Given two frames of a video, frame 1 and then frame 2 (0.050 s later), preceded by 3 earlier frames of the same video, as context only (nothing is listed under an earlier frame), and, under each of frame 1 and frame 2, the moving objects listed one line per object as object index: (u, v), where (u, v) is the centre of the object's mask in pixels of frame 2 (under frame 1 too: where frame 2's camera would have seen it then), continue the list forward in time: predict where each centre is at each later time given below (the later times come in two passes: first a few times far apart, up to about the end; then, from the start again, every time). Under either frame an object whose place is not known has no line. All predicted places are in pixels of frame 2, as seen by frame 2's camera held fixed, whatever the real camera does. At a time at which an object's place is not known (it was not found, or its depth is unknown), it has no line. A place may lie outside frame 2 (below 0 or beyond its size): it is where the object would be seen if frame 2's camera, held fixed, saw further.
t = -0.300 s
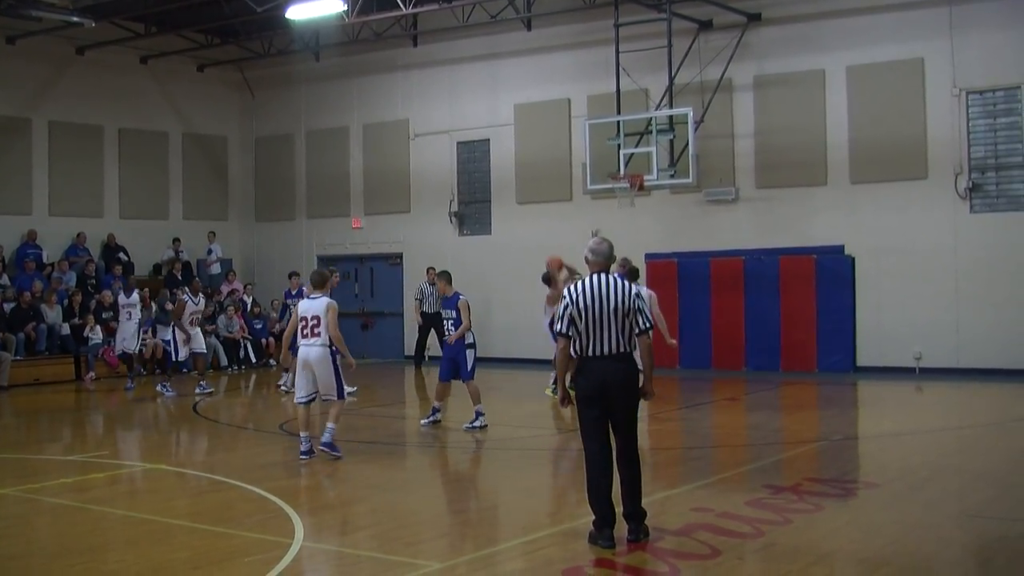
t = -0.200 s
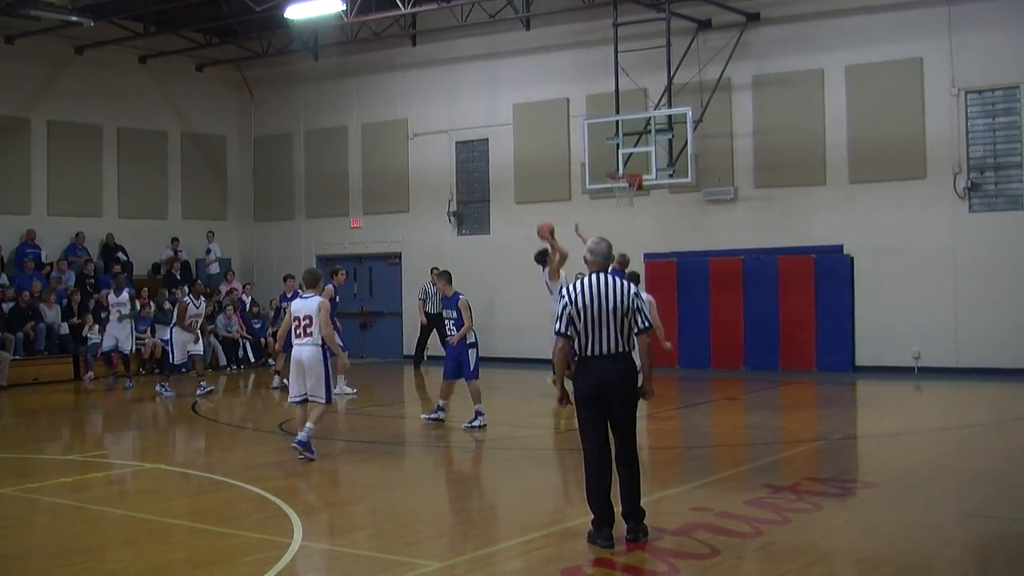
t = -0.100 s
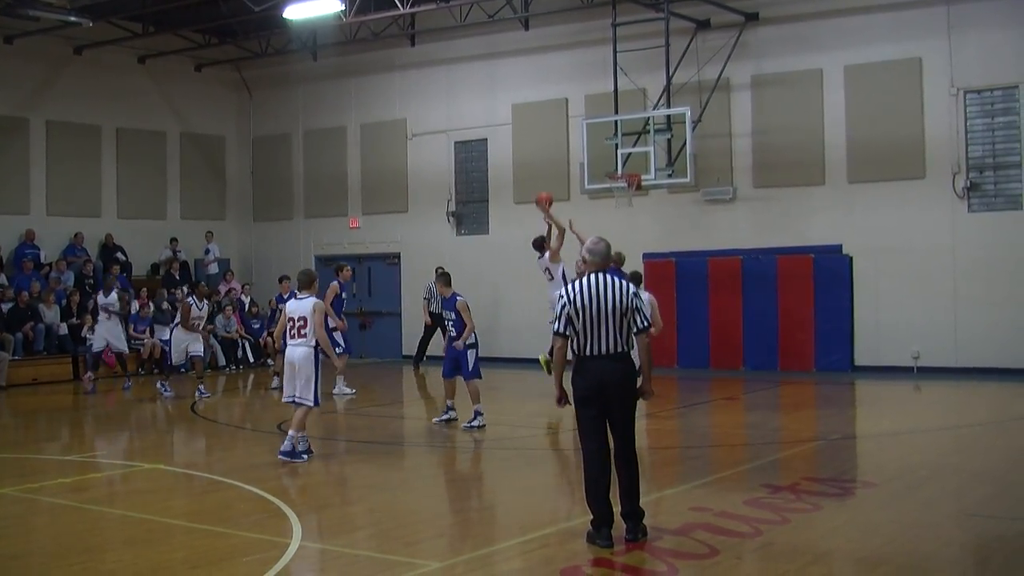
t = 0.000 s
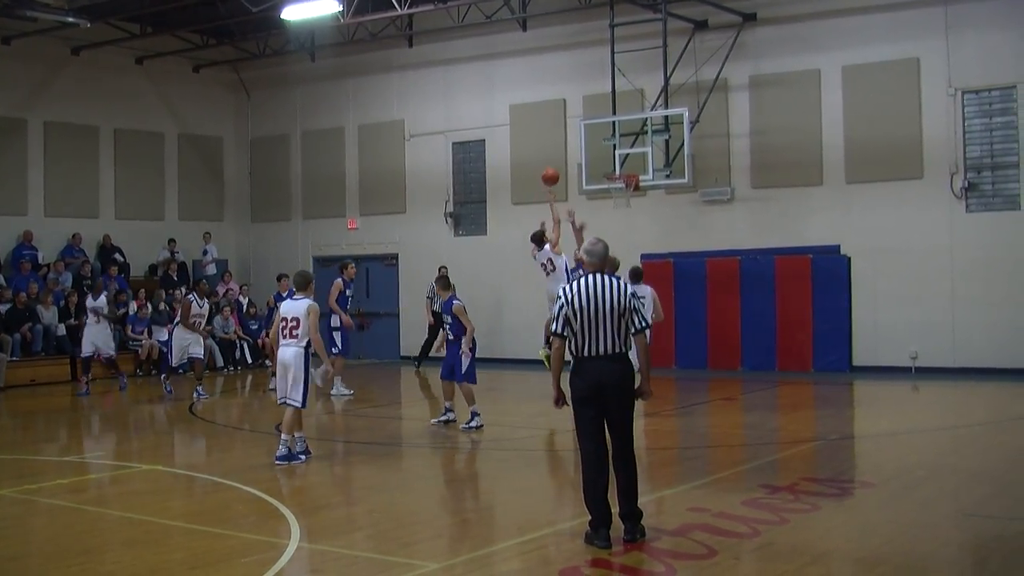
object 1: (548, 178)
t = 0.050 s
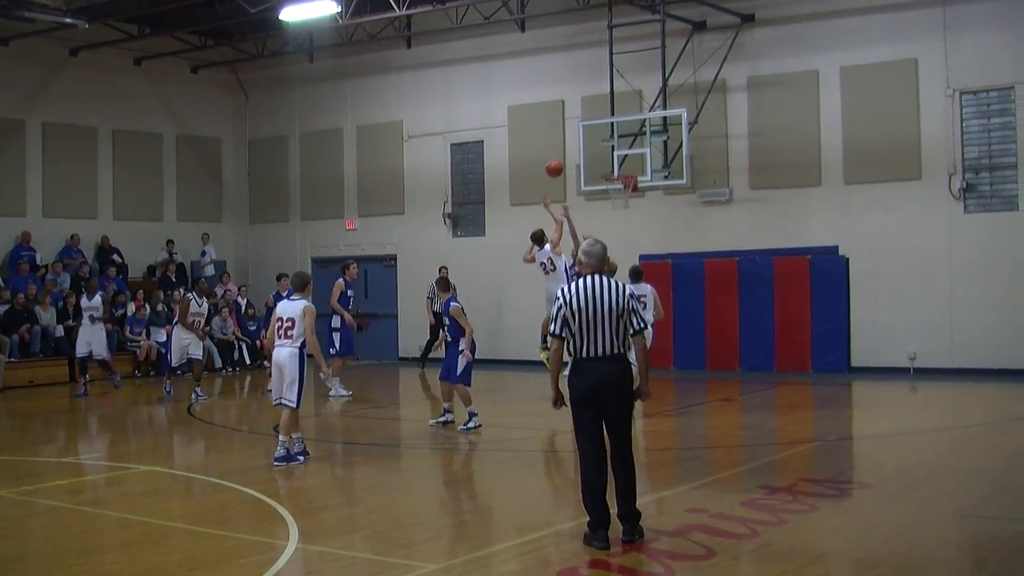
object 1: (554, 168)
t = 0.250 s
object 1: (576, 150)
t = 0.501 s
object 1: (603, 166)
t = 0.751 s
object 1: (619, 185)
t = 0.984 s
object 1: (628, 210)
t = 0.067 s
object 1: (556, 166)
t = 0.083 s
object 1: (557, 164)
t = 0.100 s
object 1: (559, 161)
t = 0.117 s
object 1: (561, 159)
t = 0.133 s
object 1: (563, 157)
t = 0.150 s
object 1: (565, 156)
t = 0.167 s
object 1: (567, 154)
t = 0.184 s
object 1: (569, 153)
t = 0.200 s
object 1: (570, 152)
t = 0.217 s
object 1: (572, 151)
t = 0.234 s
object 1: (574, 150)
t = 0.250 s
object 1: (576, 150)
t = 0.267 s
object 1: (578, 150)
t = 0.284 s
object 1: (580, 150)
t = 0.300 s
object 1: (582, 150)
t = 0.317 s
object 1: (584, 150)
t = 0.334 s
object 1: (585, 151)
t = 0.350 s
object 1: (587, 151)
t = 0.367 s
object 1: (589, 152)
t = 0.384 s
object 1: (591, 153)
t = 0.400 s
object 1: (592, 154)
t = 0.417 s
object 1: (595, 156)
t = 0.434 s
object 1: (597, 157)
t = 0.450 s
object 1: (598, 159)
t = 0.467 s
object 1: (600, 160)
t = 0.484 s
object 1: (601, 164)
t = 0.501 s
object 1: (603, 166)
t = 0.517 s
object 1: (604, 169)
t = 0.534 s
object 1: (606, 169)
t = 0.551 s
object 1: (607, 169)
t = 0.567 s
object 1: (608, 170)
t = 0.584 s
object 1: (609, 170)
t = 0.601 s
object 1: (609, 170)
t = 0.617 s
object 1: (610, 172)
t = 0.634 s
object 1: (611, 173)
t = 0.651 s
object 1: (612, 174)
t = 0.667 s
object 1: (612, 175)
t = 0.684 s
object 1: (613, 177)
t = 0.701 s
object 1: (615, 179)
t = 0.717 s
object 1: (615, 182)
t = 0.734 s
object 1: (617, 184)
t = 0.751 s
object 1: (619, 185)
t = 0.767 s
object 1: (620, 186)
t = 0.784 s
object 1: (620, 190)
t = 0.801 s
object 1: (621, 192)
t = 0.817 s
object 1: (622, 195)
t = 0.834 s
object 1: (623, 197)
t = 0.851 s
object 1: (624, 197)
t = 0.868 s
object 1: (624, 198)
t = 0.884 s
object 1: (624, 199)
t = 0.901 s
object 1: (625, 200)
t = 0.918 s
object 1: (625, 202)
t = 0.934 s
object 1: (626, 205)
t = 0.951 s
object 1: (626, 206)
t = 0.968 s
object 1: (627, 208)
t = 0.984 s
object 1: (628, 210)
